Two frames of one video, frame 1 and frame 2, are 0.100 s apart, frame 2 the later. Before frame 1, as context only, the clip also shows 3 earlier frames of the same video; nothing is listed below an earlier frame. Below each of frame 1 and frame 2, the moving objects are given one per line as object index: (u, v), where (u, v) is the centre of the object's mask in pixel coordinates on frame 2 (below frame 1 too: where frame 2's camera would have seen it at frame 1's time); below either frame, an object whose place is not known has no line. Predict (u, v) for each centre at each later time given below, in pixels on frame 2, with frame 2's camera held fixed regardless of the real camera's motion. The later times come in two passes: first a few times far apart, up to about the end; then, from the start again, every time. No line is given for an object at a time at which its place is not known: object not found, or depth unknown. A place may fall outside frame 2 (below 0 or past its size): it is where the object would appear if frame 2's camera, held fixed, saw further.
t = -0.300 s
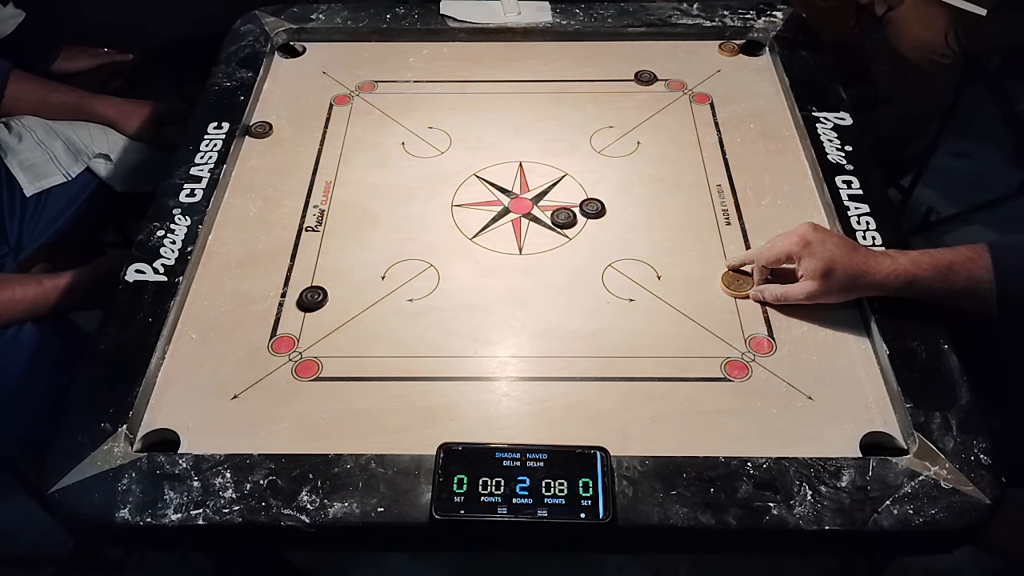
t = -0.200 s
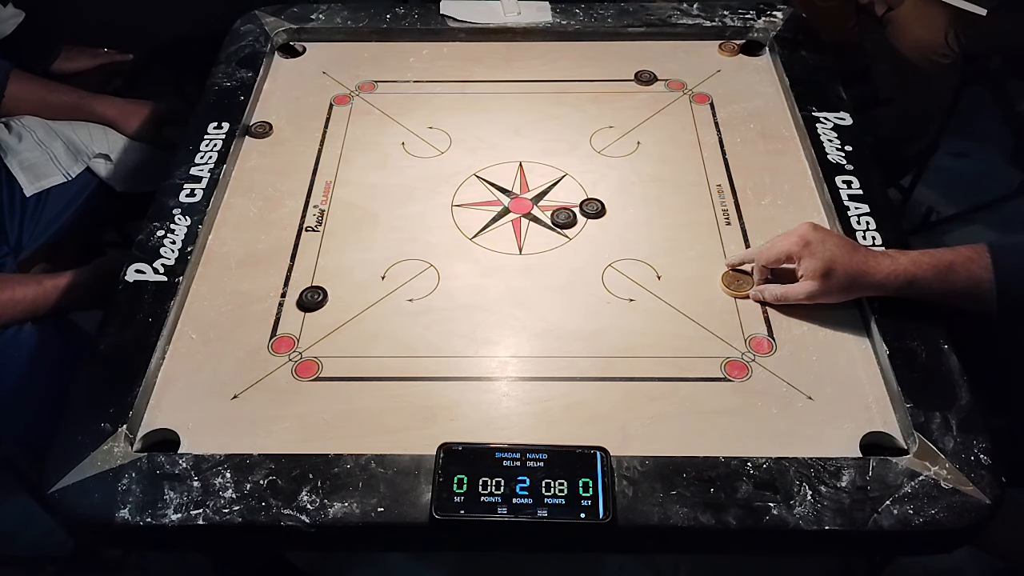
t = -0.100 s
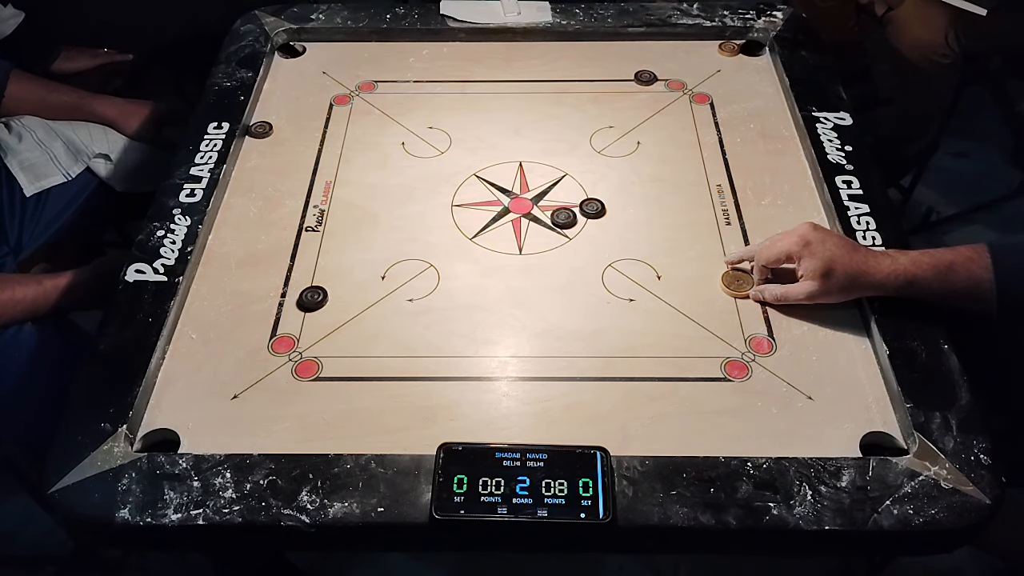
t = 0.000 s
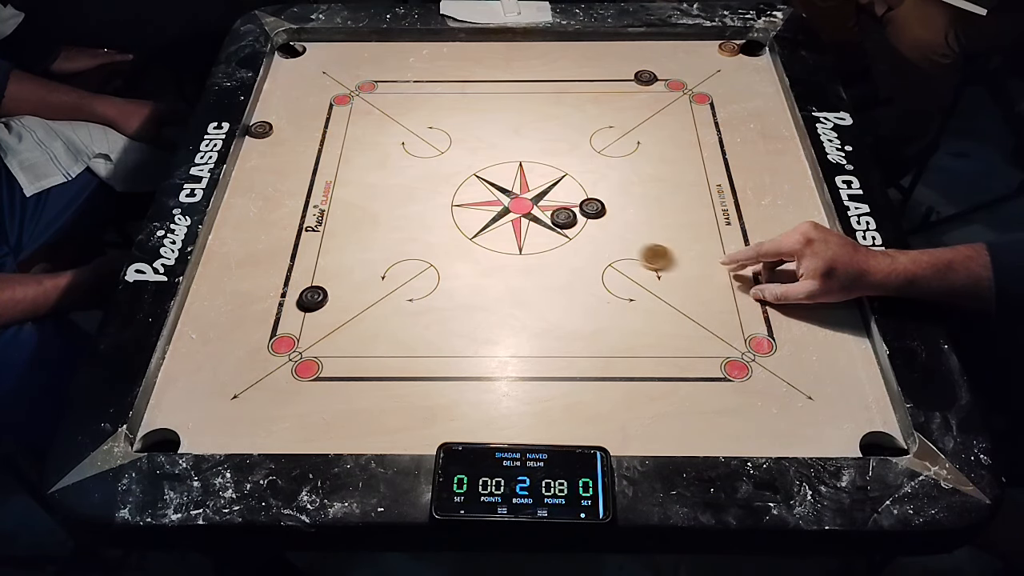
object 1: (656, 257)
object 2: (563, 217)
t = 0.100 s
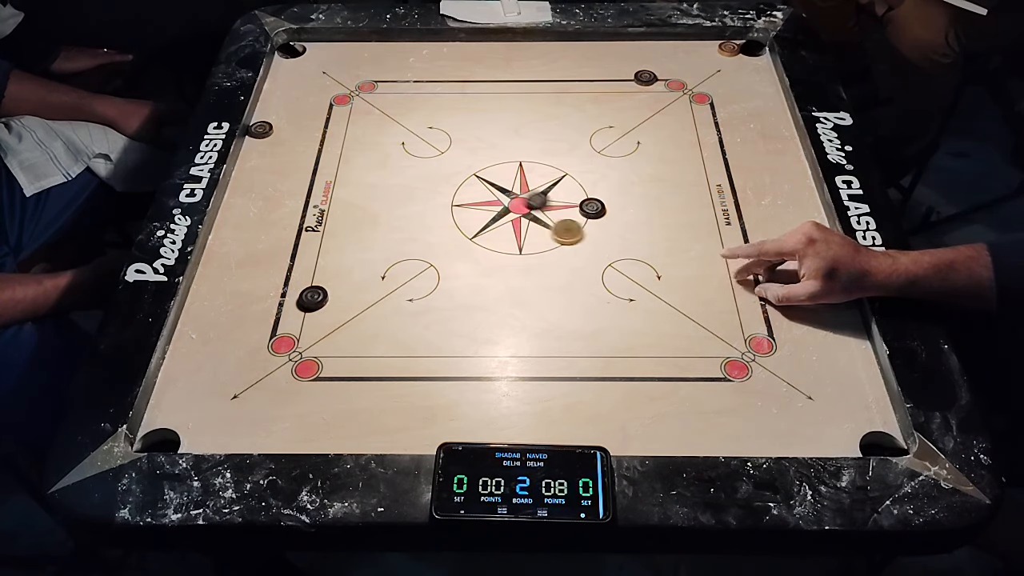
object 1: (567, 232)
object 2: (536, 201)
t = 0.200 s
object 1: (520, 225)
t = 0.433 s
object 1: (458, 217)
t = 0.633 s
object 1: (452, 216)
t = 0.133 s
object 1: (550, 230)
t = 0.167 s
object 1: (534, 227)
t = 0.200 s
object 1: (520, 225)
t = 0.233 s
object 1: (506, 224)
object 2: (438, 138)
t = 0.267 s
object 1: (494, 222)
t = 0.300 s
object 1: (485, 221)
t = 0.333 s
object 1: (476, 220)
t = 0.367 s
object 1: (469, 218)
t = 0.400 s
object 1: (463, 218)
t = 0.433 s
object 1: (458, 217)
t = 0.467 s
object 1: (455, 217)
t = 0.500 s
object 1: (453, 217)
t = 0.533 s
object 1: (452, 216)
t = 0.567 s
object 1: (452, 216)
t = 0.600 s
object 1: (452, 216)
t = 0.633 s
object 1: (452, 216)
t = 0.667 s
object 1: (452, 216)
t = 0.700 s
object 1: (452, 216)
